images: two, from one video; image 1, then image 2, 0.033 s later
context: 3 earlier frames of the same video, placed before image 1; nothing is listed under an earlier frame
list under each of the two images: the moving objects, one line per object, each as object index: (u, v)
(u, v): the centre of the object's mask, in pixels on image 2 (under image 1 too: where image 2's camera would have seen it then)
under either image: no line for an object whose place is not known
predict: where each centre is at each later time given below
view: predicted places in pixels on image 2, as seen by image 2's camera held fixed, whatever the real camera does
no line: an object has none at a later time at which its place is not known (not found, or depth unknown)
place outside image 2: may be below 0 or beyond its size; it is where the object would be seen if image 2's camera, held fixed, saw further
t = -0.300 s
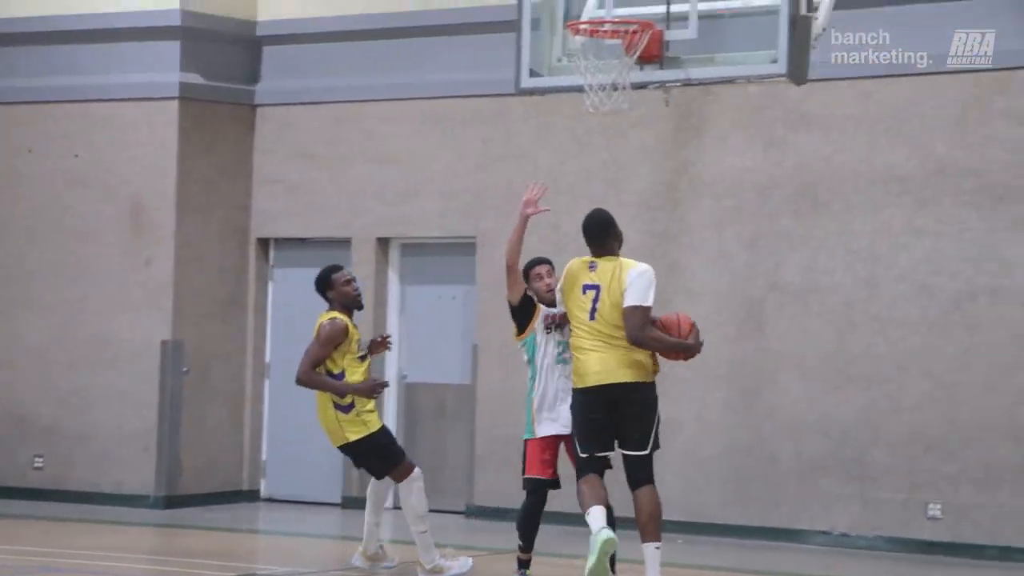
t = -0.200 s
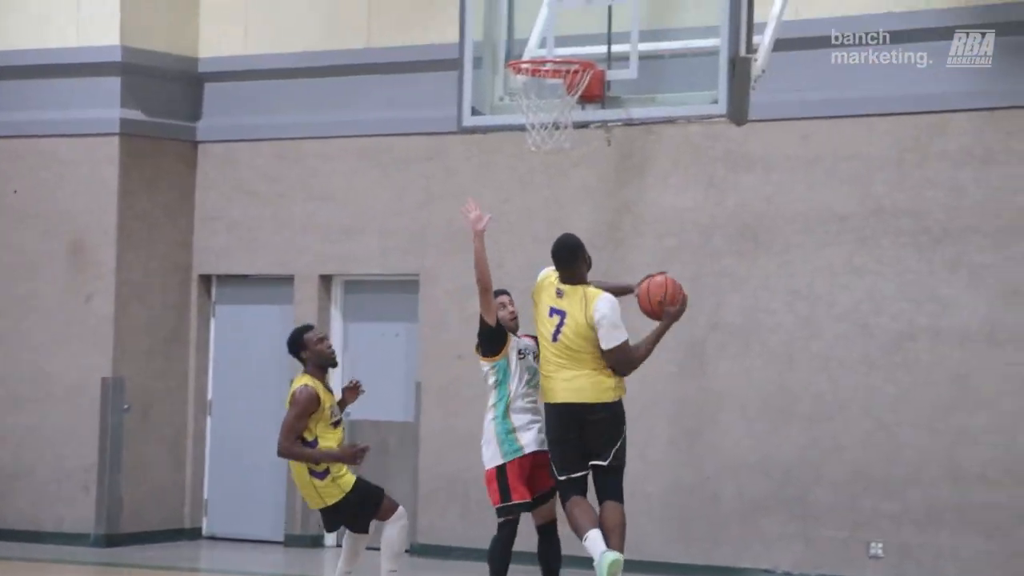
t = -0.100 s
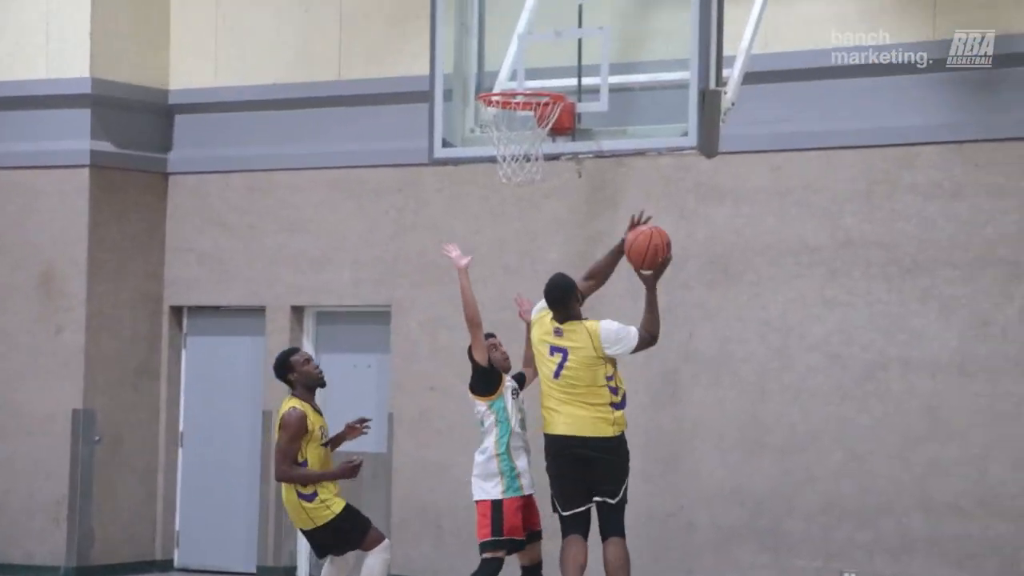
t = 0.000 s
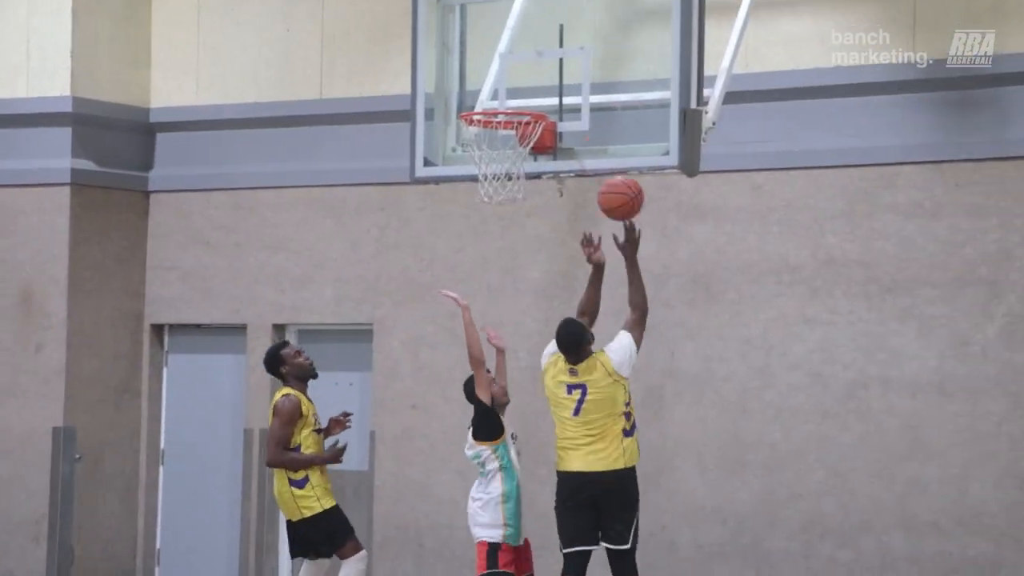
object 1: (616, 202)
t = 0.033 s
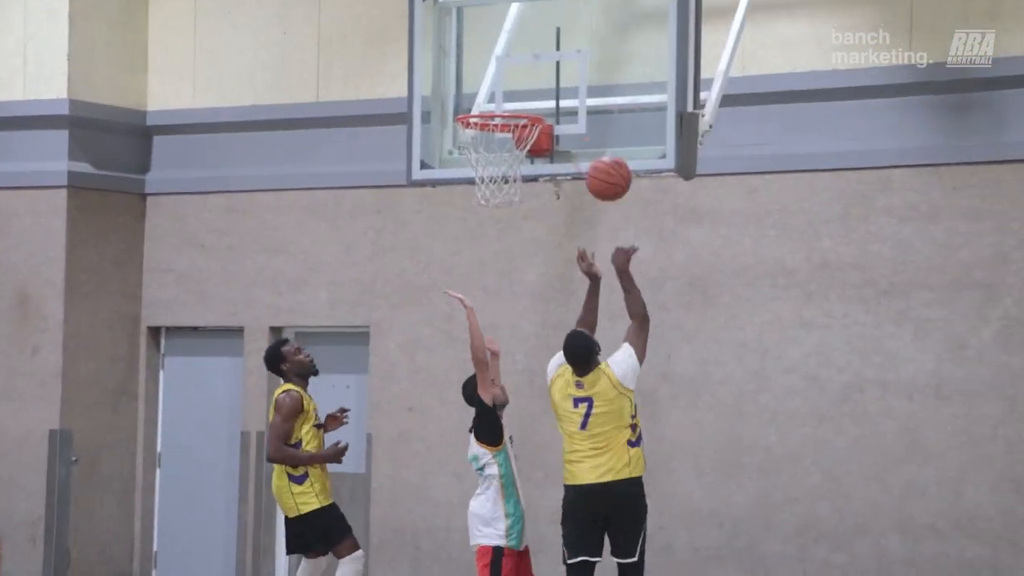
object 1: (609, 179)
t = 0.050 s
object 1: (604, 167)
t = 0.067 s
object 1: (600, 157)
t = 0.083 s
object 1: (595, 148)
